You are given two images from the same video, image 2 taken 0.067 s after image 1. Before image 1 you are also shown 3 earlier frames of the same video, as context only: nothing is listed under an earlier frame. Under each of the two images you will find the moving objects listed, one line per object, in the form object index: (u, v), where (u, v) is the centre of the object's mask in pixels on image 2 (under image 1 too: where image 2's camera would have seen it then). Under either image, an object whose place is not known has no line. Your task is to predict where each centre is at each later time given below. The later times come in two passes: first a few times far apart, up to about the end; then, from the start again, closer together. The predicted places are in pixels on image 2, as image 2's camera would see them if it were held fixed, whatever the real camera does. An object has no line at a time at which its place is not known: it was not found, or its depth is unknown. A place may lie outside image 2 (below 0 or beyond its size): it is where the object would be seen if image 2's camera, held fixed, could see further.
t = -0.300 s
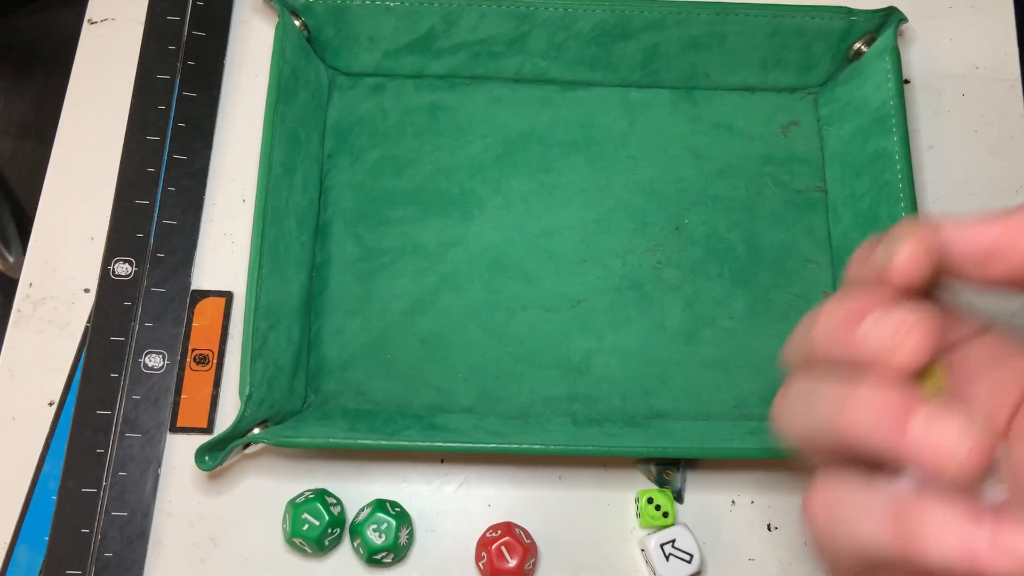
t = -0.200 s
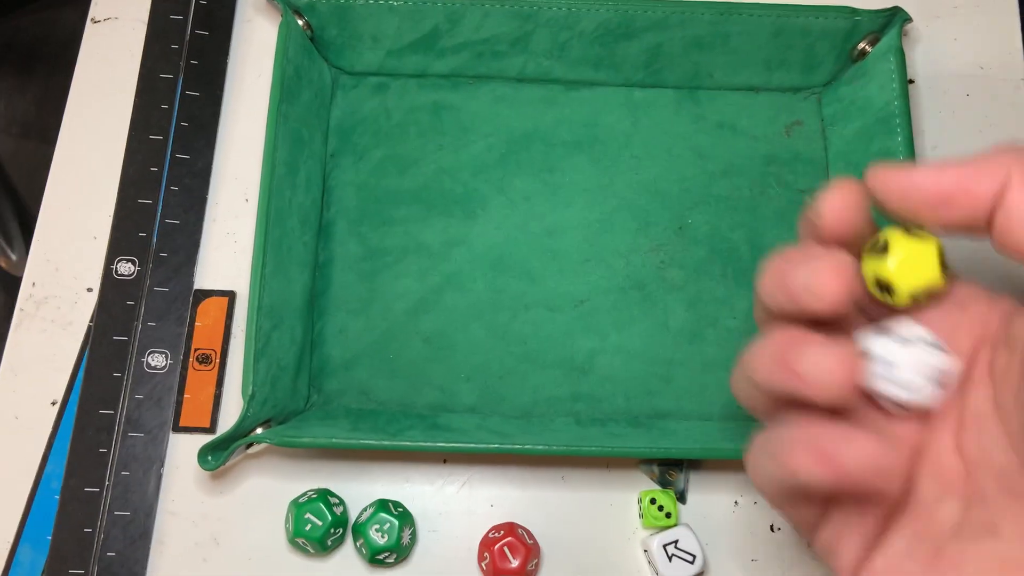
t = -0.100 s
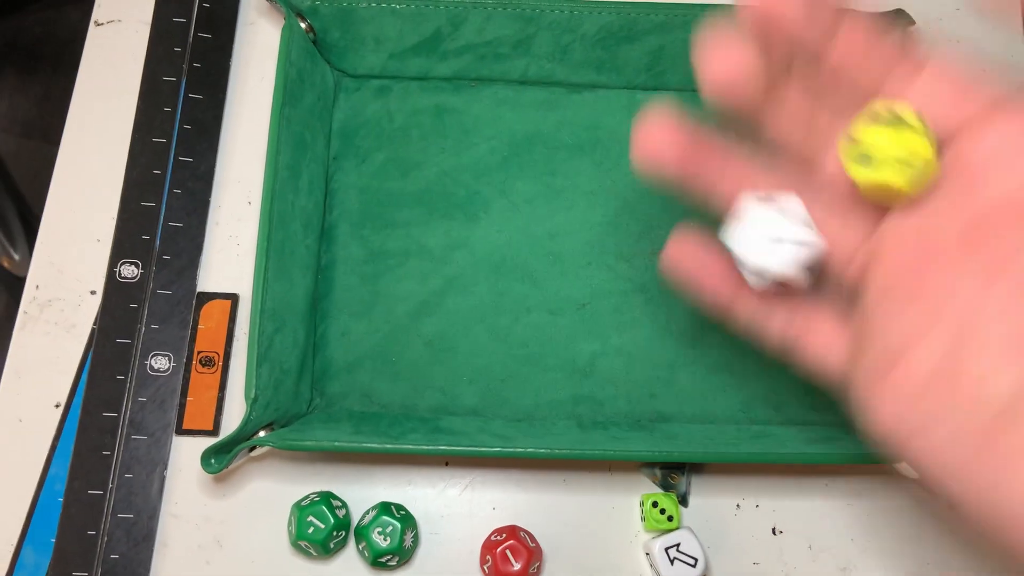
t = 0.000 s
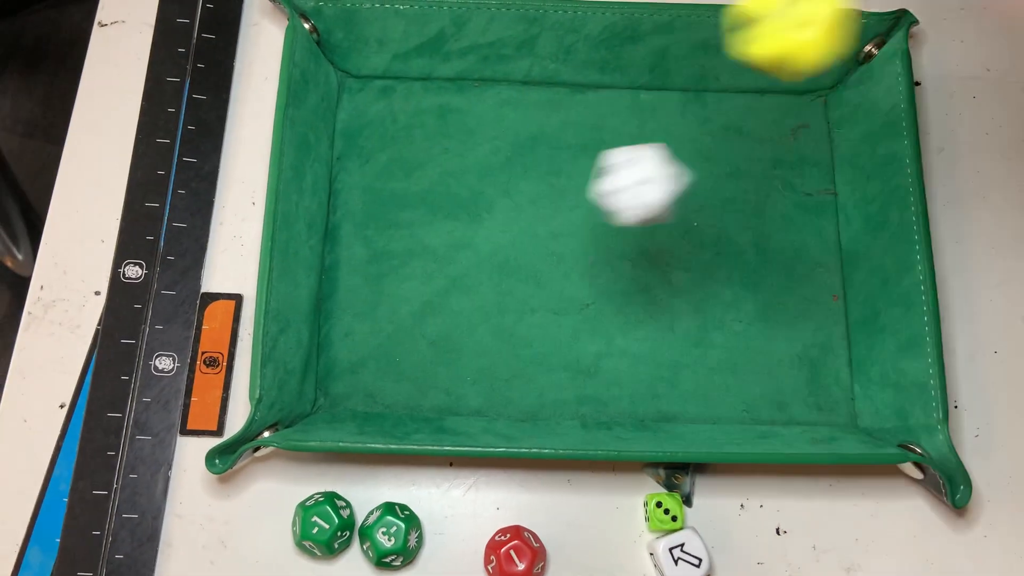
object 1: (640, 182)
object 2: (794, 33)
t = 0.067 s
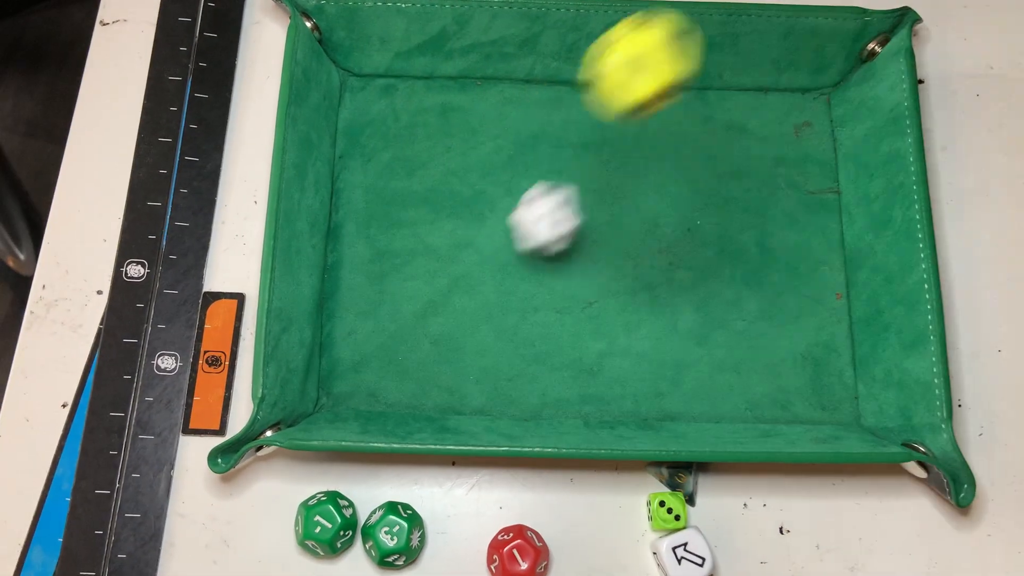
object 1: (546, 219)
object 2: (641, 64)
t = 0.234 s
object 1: (348, 185)
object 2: (425, 156)
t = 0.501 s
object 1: (474, 152)
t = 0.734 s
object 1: (473, 149)
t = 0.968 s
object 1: (473, 150)
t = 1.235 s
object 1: (474, 150)
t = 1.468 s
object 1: (474, 150)
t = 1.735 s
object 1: (473, 150)
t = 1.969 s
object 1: (473, 151)
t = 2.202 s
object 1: (472, 151)
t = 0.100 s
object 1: (504, 216)
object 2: (569, 118)
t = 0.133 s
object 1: (453, 192)
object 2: (517, 176)
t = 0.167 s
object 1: (413, 179)
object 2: (474, 230)
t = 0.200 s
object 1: (368, 178)
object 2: (448, 200)
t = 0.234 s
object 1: (348, 185)
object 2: (425, 156)
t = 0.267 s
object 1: (379, 182)
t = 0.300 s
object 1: (406, 172)
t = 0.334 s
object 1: (427, 163)
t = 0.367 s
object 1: (442, 152)
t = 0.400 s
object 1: (454, 147)
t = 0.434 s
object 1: (464, 148)
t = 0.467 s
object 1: (472, 150)
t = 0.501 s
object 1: (474, 152)
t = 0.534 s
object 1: (473, 151)
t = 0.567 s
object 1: (473, 148)
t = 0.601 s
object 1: (473, 149)
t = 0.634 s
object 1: (473, 150)
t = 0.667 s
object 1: (473, 149)
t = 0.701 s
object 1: (473, 149)
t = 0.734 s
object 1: (473, 149)
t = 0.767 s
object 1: (473, 150)
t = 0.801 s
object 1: (473, 150)
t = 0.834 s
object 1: (473, 149)
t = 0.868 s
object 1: (473, 149)
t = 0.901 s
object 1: (473, 150)
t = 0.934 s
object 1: (473, 150)
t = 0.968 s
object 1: (473, 150)
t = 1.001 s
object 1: (473, 150)
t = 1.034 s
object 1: (473, 150)
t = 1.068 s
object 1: (474, 151)
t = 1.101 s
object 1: (474, 151)
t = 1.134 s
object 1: (474, 151)
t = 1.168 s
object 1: (474, 150)
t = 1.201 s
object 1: (474, 150)
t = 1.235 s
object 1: (474, 150)
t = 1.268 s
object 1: (474, 150)
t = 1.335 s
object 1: (474, 150)
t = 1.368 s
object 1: (474, 150)
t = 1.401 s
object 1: (474, 150)
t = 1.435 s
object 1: (474, 150)
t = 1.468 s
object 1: (474, 150)
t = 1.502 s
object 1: (474, 150)
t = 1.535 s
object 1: (474, 150)
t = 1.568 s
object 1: (474, 150)
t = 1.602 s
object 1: (474, 150)
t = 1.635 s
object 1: (474, 150)
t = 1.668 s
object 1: (474, 150)
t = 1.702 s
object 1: (474, 150)
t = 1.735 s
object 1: (473, 150)
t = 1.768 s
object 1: (474, 151)
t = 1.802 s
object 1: (474, 151)
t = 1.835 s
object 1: (474, 151)
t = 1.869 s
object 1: (474, 151)
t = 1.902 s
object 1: (474, 151)
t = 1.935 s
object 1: (473, 151)
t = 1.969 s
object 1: (473, 151)
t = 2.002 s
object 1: (473, 151)
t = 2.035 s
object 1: (473, 151)
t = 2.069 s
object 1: (473, 151)
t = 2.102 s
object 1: (473, 151)
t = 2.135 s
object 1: (473, 151)
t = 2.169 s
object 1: (473, 151)
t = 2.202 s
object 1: (472, 151)
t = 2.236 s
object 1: (472, 151)
